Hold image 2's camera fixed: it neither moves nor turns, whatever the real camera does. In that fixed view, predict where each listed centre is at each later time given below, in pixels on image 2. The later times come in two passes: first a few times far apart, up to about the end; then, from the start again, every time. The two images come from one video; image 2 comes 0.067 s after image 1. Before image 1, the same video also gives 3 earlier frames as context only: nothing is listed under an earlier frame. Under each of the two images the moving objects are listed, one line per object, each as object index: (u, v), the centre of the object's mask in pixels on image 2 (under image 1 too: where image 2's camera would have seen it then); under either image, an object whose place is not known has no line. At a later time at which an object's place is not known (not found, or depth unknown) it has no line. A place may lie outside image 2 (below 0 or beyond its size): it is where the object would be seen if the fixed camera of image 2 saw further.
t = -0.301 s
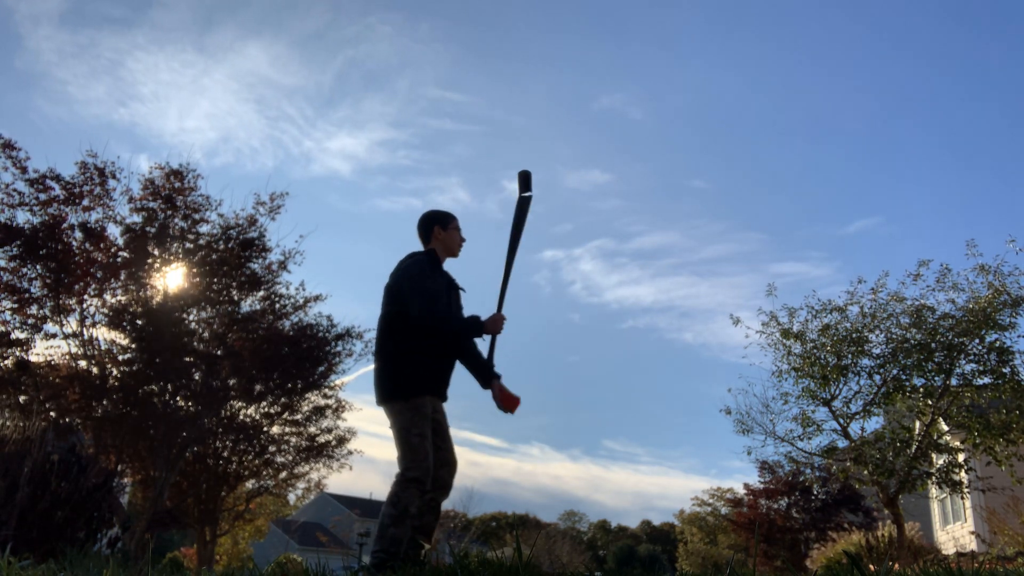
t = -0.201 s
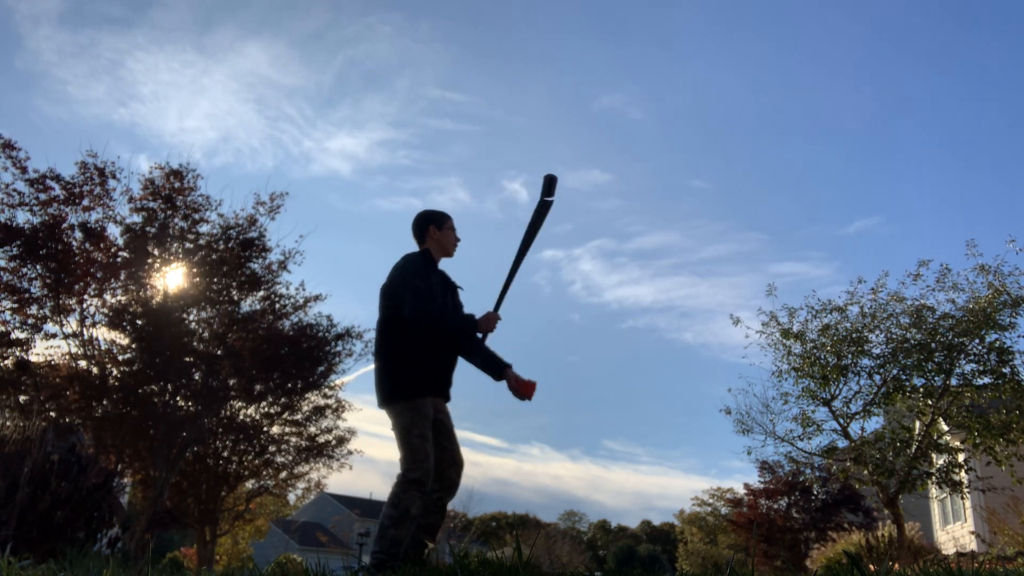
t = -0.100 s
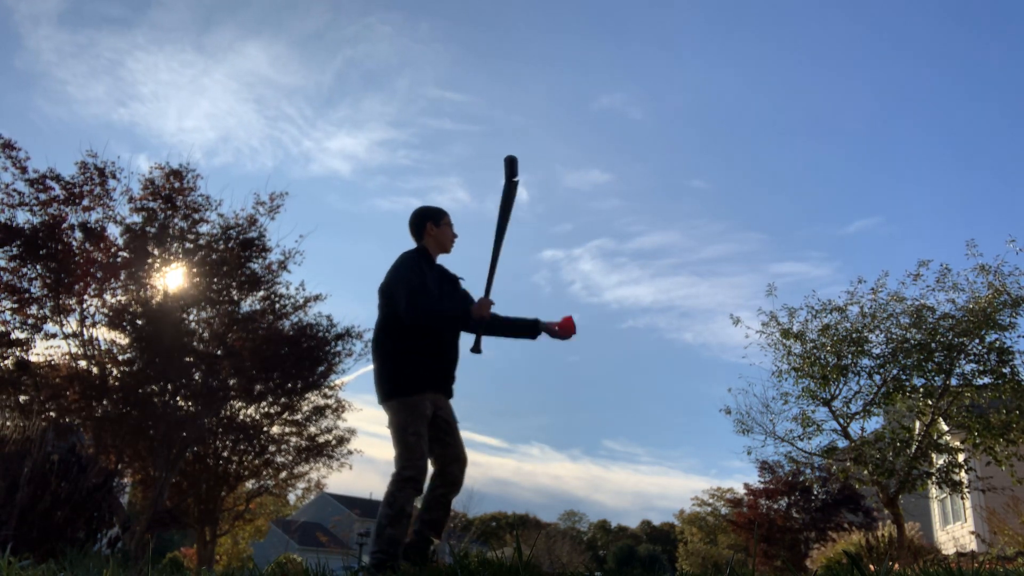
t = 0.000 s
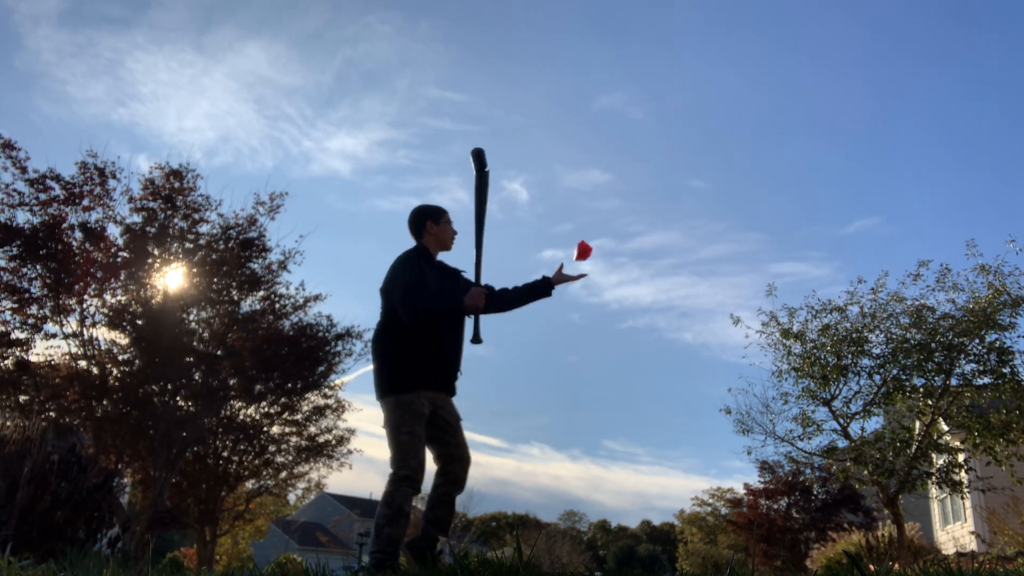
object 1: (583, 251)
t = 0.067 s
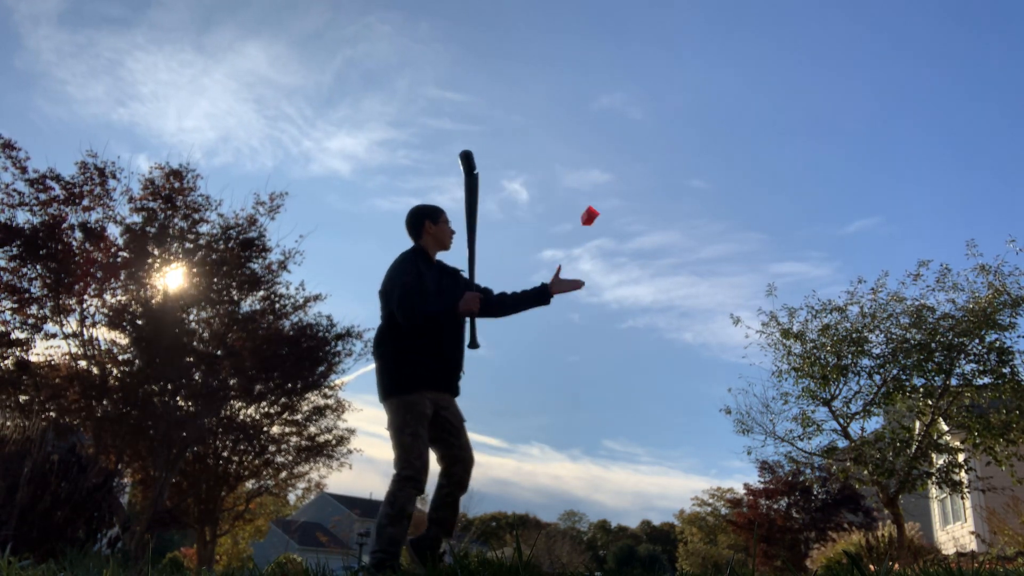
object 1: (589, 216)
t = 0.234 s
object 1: (603, 171)
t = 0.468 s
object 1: (622, 197)
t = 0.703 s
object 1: (644, 313)
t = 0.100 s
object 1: (592, 203)
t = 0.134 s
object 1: (595, 192)
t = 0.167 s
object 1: (598, 183)
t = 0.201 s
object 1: (600, 176)
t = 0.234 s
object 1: (603, 171)
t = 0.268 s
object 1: (606, 169)
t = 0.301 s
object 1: (608, 169)
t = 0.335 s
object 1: (611, 171)
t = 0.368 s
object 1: (614, 175)
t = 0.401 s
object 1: (617, 180)
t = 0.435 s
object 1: (620, 188)
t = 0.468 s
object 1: (622, 197)
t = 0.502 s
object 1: (625, 208)
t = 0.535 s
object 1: (627, 221)
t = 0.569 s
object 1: (630, 235)
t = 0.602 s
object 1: (633, 252)
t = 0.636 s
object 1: (636, 271)
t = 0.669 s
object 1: (640, 291)
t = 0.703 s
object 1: (644, 313)
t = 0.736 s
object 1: (648, 337)
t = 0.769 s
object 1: (652, 364)
